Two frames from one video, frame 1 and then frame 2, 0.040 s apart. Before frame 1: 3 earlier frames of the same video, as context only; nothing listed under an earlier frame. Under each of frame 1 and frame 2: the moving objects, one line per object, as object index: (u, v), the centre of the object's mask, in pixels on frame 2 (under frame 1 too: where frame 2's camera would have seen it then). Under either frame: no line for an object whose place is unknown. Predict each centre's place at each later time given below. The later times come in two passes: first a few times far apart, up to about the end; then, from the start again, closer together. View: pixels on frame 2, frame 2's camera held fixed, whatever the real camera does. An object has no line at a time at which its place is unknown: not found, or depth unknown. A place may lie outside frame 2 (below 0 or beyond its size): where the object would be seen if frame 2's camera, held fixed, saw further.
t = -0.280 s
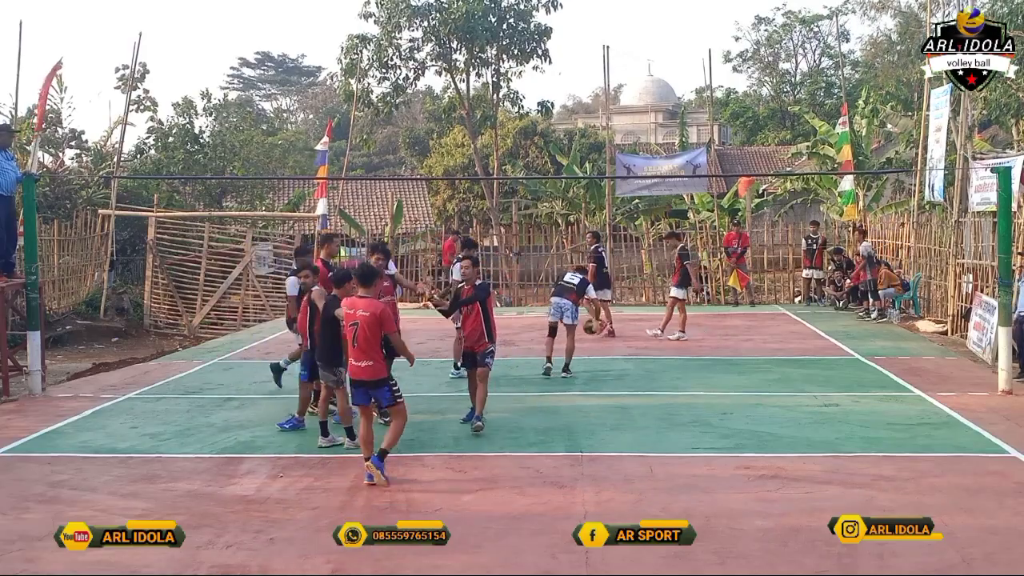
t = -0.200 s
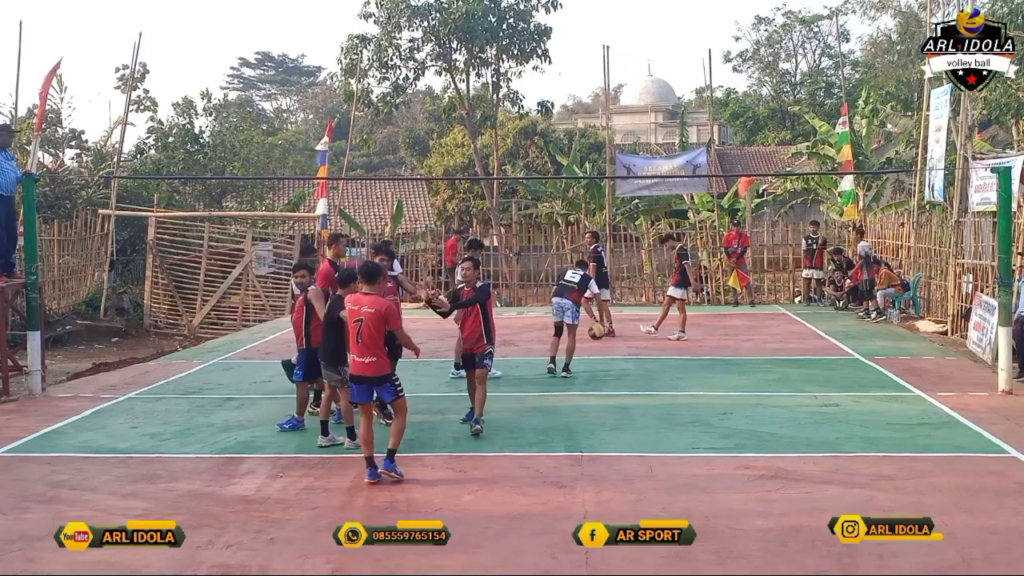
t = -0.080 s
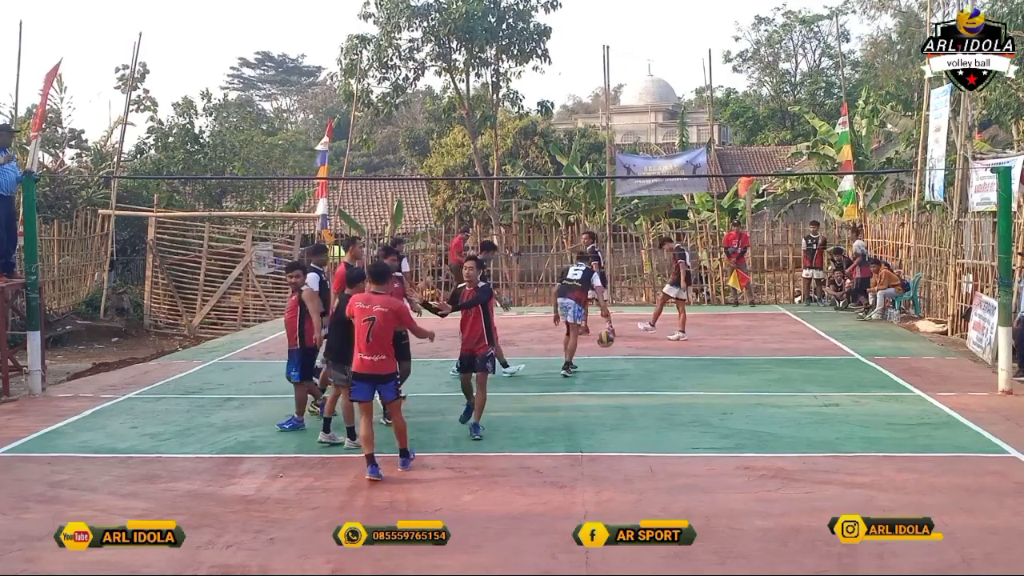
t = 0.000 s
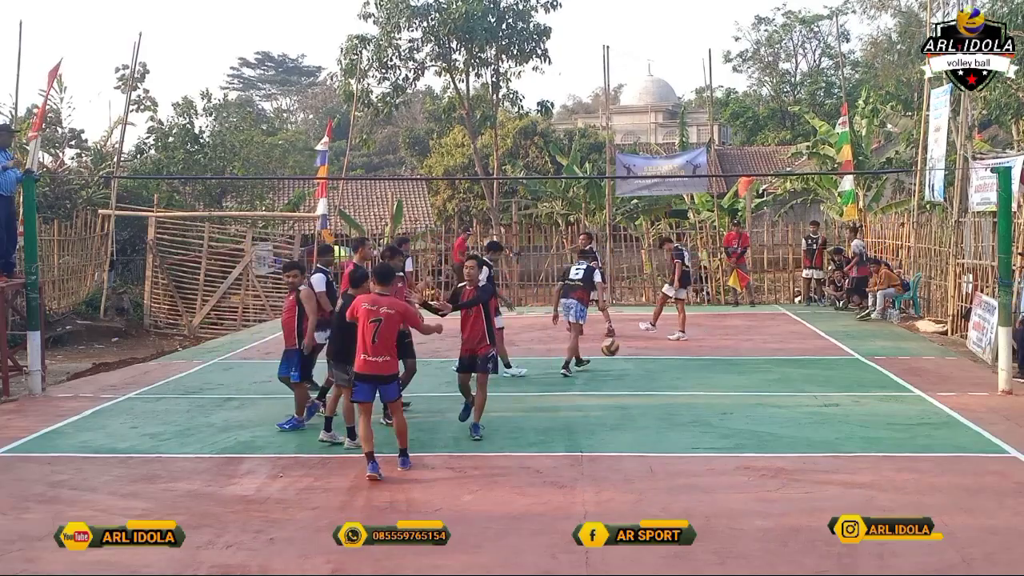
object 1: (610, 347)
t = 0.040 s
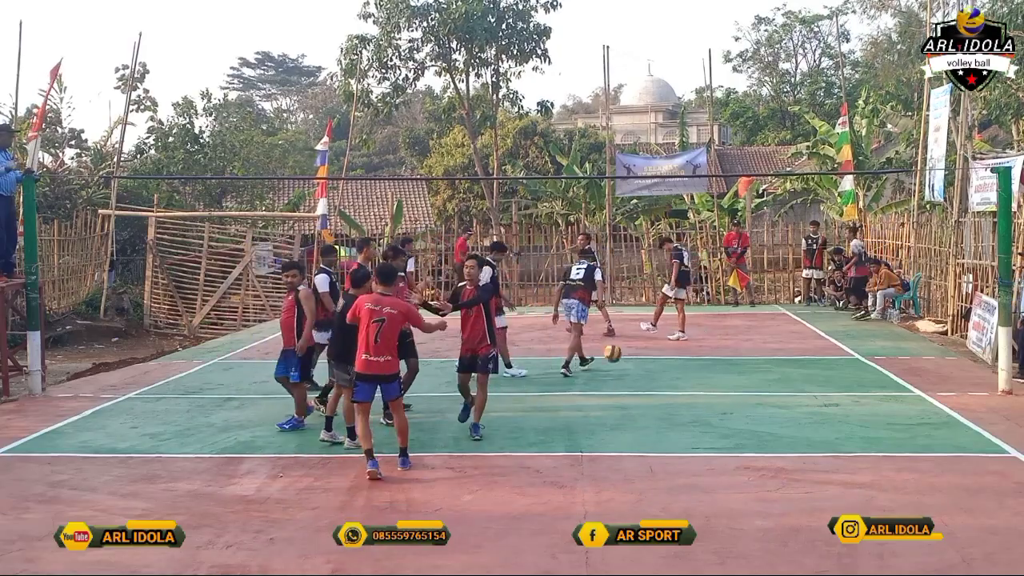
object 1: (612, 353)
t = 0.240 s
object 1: (625, 383)
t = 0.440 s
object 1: (627, 371)
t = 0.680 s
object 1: (630, 410)
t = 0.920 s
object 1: (633, 409)
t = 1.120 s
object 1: (636, 438)
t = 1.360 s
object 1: (640, 447)
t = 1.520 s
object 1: (644, 475)
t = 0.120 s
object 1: (621, 377)
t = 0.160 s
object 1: (624, 388)
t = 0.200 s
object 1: (625, 388)
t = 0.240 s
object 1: (625, 383)
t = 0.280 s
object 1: (625, 379)
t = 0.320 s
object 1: (626, 375)
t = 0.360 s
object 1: (627, 371)
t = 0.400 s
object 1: (627, 371)
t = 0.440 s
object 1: (627, 371)
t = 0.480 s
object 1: (627, 373)
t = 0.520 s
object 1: (628, 376)
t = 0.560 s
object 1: (628, 386)
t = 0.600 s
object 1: (629, 392)
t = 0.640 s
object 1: (629, 401)
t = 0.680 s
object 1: (630, 410)
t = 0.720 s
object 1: (631, 421)
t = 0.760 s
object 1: (631, 415)
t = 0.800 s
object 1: (631, 412)
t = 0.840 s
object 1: (632, 410)
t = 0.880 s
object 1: (632, 409)
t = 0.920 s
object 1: (633, 409)
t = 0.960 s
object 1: (633, 410)
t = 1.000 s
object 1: (634, 417)
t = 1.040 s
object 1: (635, 422)
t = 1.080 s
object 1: (636, 429)
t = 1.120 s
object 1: (636, 438)
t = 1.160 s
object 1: (637, 447)
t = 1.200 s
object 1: (638, 451)
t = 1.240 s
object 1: (639, 448)
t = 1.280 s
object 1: (639, 447)
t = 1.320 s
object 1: (640, 446)
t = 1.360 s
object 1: (640, 447)
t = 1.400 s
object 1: (641, 449)
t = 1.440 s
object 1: (643, 459)
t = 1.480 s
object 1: (643, 466)
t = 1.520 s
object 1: (644, 475)
